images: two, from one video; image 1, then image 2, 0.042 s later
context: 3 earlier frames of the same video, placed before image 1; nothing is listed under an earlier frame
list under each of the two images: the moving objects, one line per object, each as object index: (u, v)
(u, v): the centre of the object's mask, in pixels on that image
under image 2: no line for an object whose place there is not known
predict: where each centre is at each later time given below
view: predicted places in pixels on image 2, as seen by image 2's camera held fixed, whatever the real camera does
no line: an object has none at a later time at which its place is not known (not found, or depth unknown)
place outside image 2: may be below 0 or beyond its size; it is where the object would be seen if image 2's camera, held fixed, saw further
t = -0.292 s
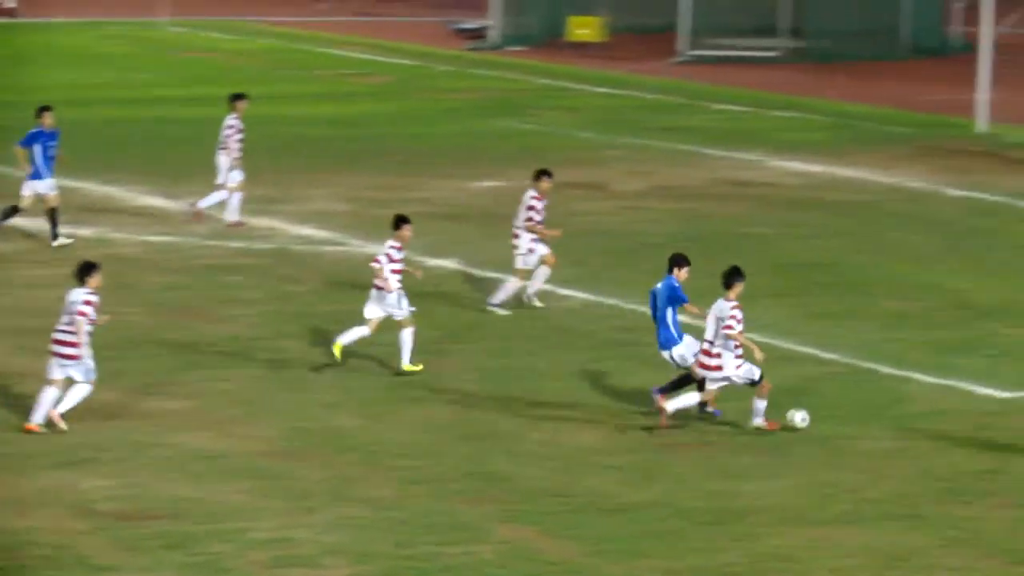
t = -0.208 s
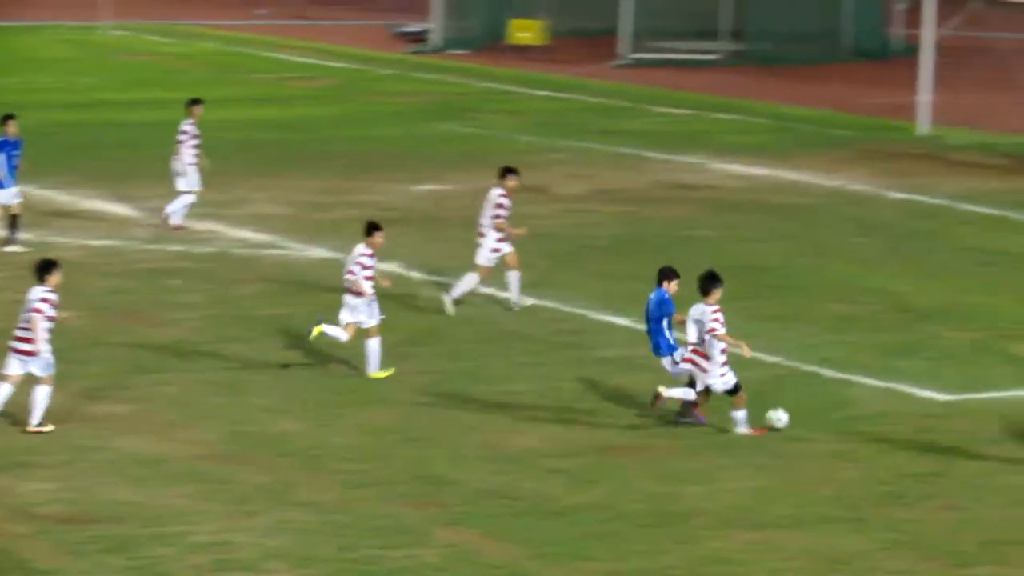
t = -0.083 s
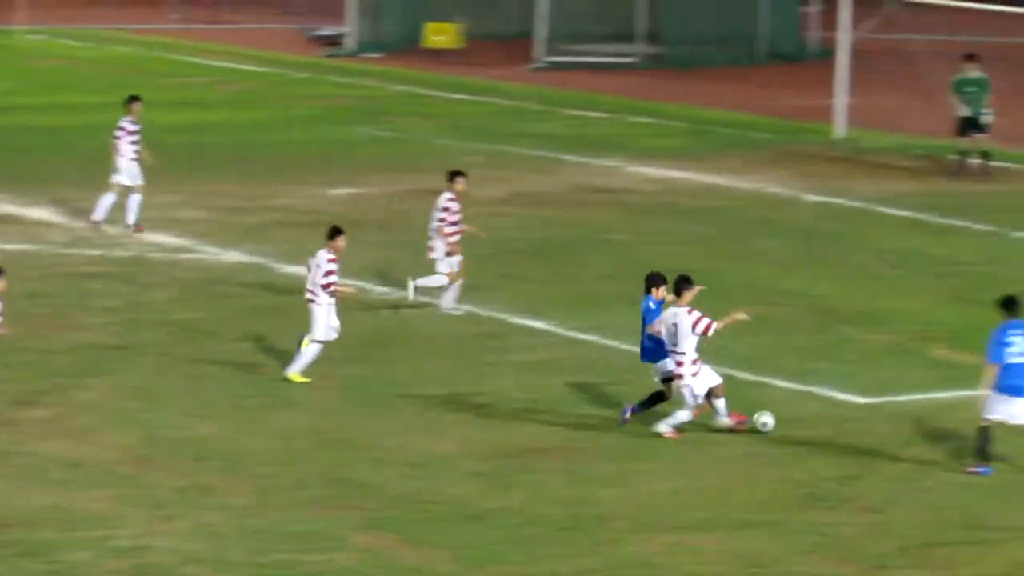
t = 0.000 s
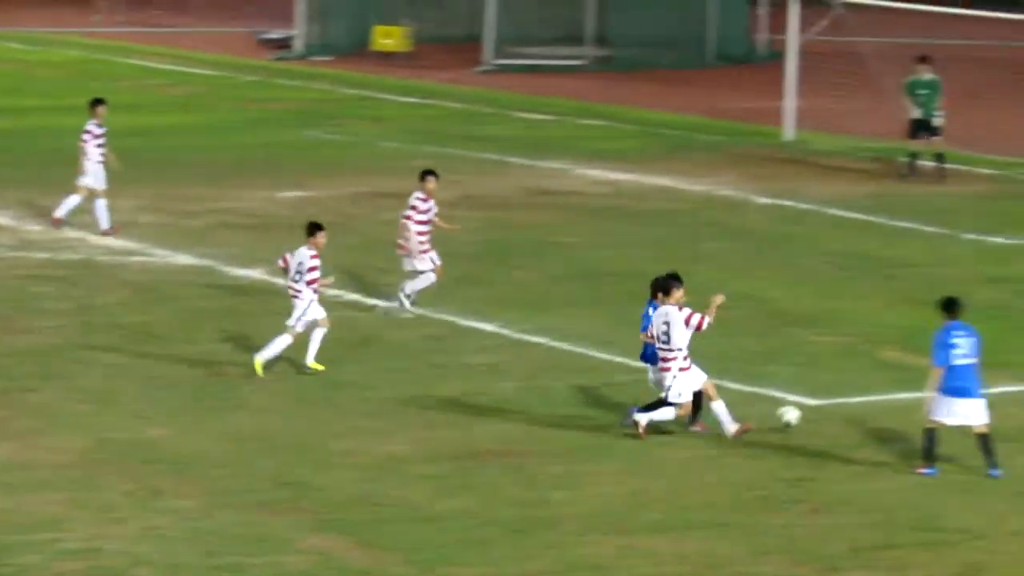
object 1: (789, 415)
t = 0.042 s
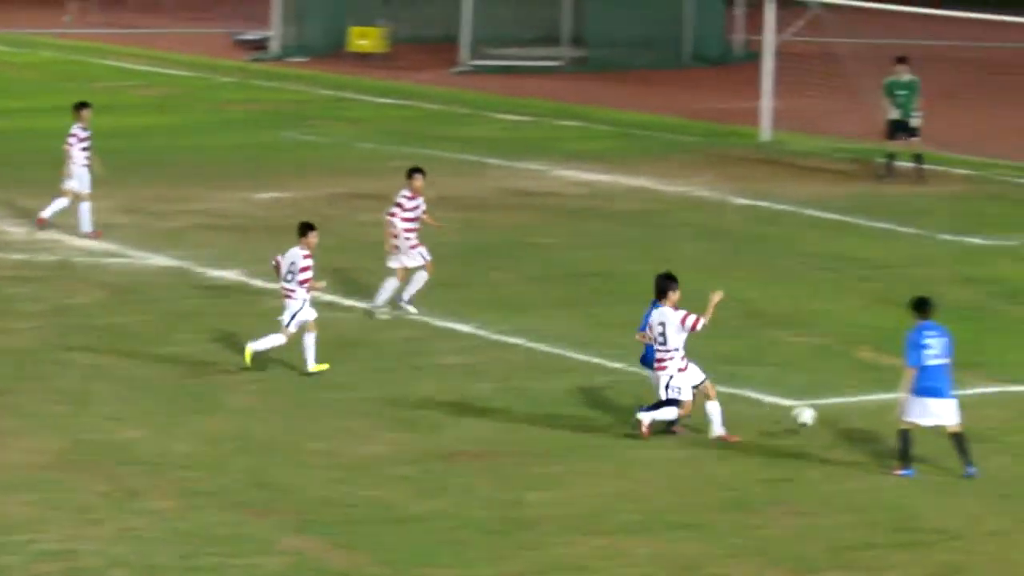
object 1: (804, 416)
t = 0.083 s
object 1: (842, 416)
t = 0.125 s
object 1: (880, 420)
